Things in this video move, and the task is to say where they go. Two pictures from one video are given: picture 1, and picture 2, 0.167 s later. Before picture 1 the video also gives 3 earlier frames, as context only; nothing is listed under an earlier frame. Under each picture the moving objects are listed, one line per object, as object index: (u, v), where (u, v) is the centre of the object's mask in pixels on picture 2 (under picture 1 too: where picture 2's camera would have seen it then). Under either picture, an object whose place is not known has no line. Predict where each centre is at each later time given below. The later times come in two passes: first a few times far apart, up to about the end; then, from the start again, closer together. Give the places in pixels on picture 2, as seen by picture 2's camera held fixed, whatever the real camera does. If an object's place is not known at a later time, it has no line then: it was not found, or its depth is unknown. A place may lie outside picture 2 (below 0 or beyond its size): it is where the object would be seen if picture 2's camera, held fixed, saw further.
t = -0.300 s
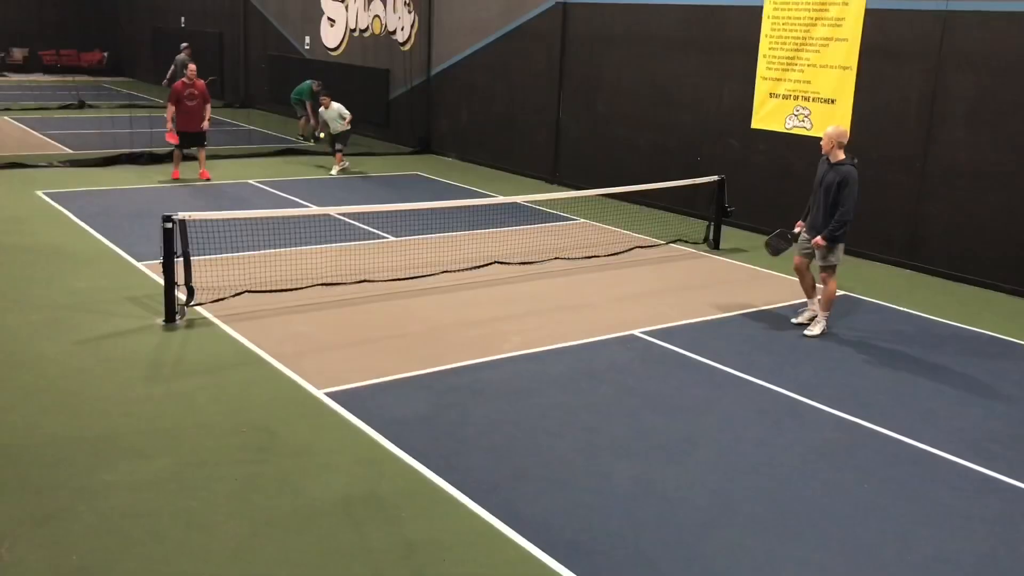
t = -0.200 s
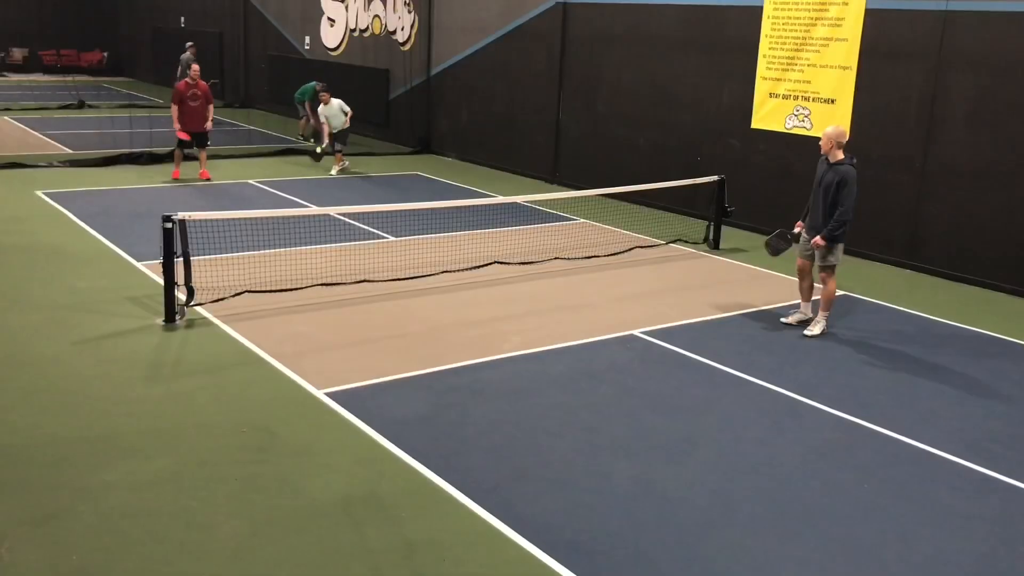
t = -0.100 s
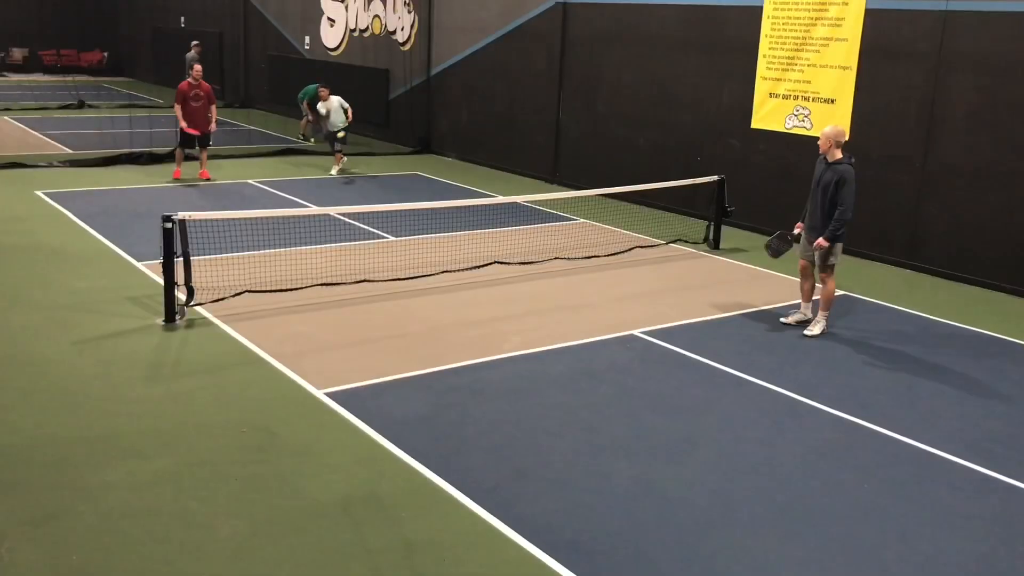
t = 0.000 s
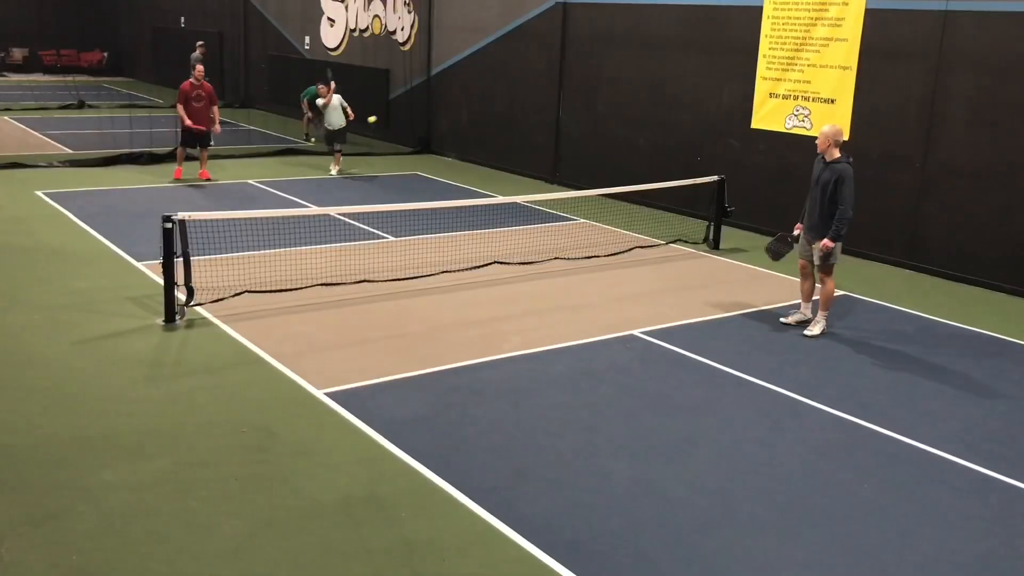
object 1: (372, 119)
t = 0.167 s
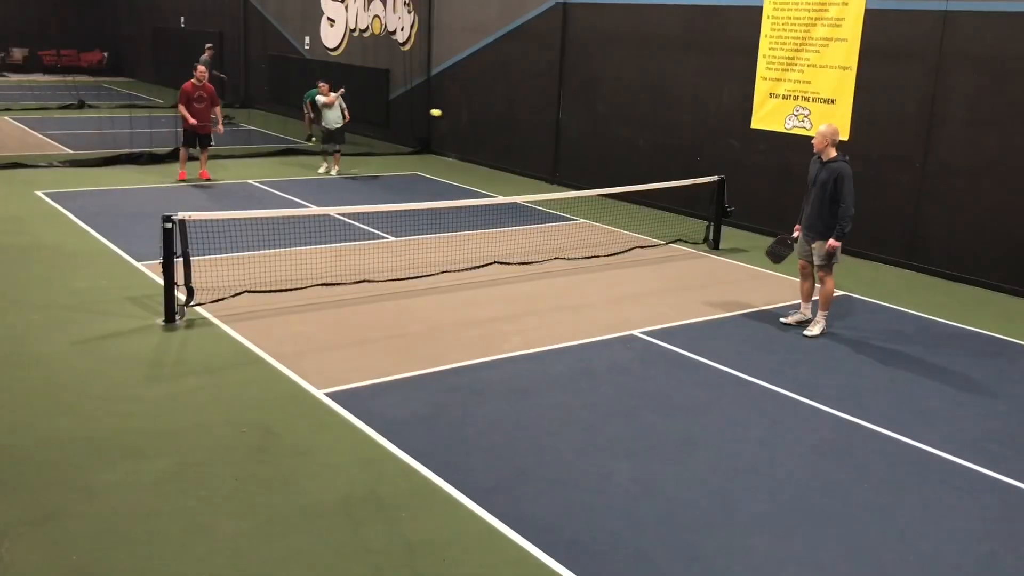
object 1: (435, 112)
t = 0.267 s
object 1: (483, 123)
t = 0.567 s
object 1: (689, 256)
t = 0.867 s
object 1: (1016, 519)
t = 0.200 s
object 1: (451, 115)
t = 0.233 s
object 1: (467, 118)
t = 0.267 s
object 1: (483, 123)
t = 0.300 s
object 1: (501, 129)
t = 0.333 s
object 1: (520, 137)
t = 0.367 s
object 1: (540, 147)
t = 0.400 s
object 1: (561, 159)
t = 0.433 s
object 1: (583, 173)
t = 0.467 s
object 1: (606, 188)
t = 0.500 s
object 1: (631, 208)
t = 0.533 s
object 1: (658, 230)
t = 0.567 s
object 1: (689, 256)
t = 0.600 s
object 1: (717, 284)
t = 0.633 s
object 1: (752, 320)
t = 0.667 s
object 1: (783, 353)
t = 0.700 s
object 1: (819, 393)
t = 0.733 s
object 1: (857, 440)
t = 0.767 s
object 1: (898, 491)
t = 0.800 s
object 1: (939, 528)
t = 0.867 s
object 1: (1016, 519)
